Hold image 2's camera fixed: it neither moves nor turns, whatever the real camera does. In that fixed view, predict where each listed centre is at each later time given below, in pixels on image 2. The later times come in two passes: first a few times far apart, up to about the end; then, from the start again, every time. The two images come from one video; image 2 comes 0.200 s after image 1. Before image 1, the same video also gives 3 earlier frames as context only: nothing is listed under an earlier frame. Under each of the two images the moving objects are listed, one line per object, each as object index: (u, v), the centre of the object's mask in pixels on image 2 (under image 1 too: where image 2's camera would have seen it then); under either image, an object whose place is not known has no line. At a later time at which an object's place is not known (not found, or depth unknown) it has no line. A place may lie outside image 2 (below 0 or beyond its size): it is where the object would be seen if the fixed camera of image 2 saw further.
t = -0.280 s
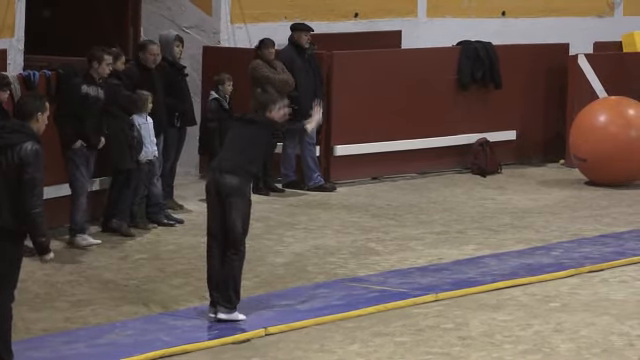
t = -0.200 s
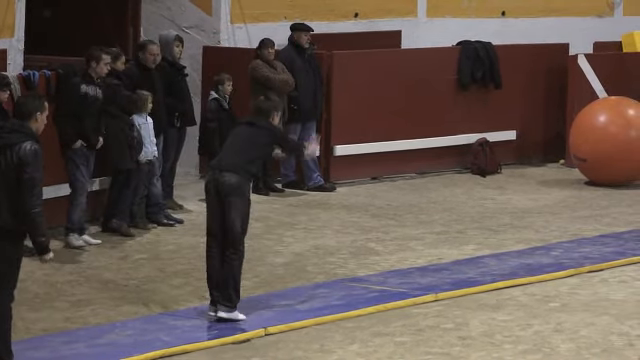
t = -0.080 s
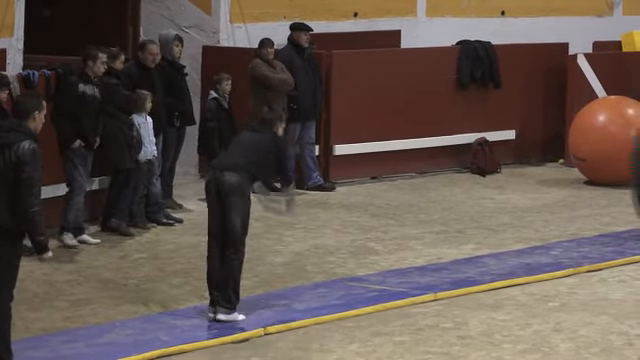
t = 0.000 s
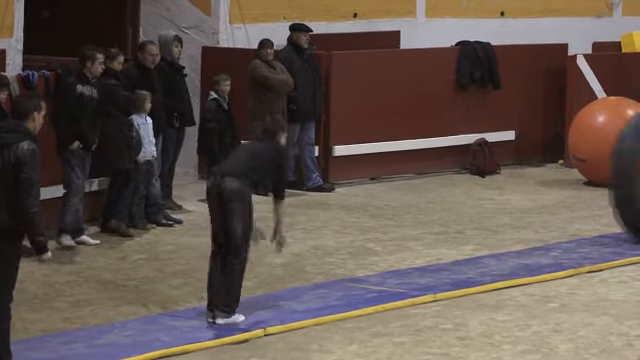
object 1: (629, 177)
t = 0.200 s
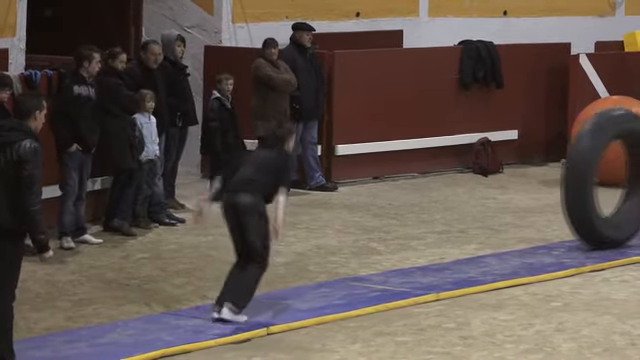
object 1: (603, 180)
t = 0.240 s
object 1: (598, 181)
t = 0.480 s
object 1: (539, 188)
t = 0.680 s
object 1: (485, 195)
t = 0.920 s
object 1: (419, 202)
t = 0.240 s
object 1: (598, 181)
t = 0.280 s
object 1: (590, 182)
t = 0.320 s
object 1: (580, 184)
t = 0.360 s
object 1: (570, 185)
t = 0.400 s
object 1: (560, 186)
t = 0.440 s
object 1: (549, 187)
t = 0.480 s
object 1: (539, 188)
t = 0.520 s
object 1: (528, 189)
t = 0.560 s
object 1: (518, 190)
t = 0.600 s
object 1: (507, 192)
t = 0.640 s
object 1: (496, 193)
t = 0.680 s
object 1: (485, 195)
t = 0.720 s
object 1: (475, 196)
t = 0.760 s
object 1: (464, 197)
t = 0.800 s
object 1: (453, 199)
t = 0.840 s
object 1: (441, 200)
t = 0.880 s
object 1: (430, 201)
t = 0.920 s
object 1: (419, 202)
